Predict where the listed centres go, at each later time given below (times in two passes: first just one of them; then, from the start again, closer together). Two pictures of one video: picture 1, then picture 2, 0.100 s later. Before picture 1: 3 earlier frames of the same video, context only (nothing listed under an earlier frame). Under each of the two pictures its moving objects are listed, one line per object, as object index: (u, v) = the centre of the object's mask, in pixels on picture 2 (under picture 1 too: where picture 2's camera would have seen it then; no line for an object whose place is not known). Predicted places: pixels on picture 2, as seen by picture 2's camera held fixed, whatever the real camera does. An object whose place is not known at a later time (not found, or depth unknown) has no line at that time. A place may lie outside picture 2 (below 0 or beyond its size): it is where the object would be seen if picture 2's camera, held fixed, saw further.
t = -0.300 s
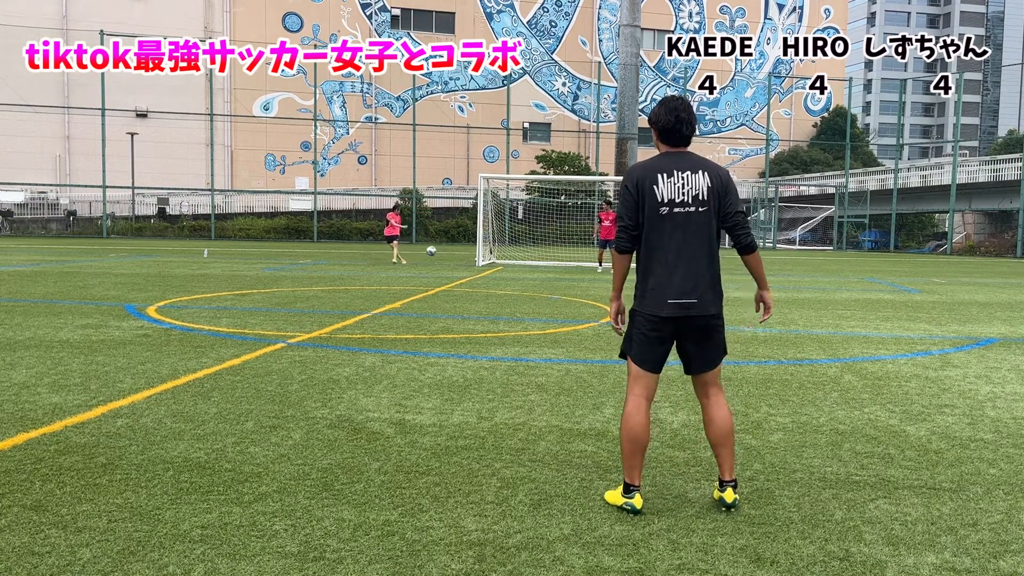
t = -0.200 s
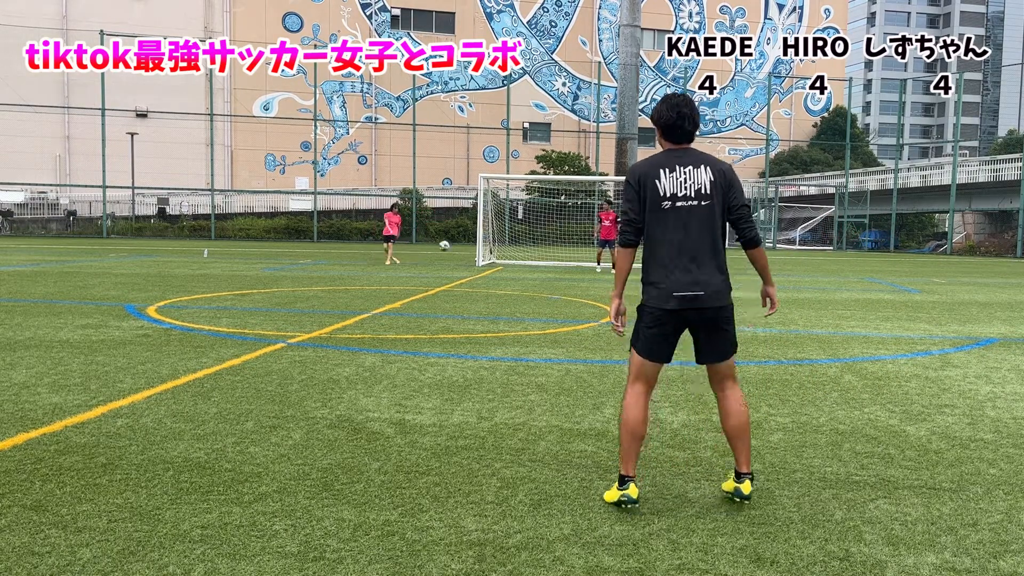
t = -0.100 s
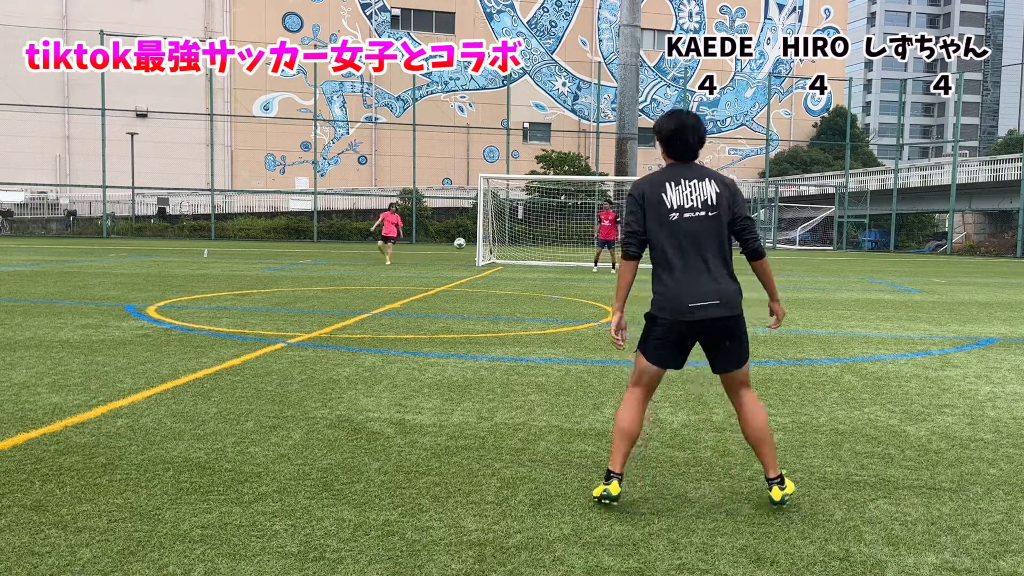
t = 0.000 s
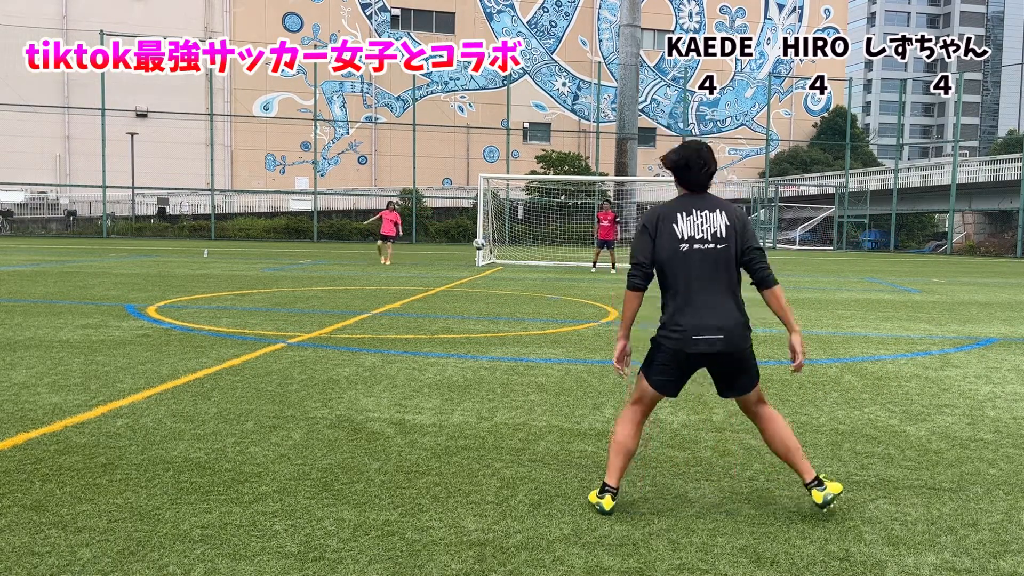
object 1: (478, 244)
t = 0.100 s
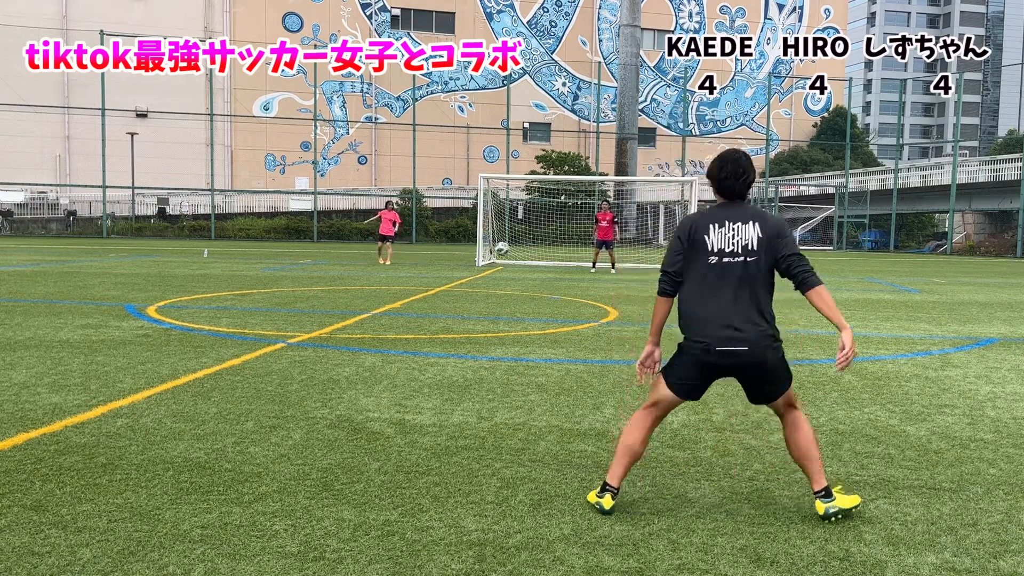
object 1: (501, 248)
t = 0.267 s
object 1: (553, 270)
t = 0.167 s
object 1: (520, 255)
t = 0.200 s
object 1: (530, 259)
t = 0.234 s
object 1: (541, 264)
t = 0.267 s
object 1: (553, 270)
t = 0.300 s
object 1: (565, 276)
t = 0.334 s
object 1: (579, 283)
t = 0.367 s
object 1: (594, 293)
